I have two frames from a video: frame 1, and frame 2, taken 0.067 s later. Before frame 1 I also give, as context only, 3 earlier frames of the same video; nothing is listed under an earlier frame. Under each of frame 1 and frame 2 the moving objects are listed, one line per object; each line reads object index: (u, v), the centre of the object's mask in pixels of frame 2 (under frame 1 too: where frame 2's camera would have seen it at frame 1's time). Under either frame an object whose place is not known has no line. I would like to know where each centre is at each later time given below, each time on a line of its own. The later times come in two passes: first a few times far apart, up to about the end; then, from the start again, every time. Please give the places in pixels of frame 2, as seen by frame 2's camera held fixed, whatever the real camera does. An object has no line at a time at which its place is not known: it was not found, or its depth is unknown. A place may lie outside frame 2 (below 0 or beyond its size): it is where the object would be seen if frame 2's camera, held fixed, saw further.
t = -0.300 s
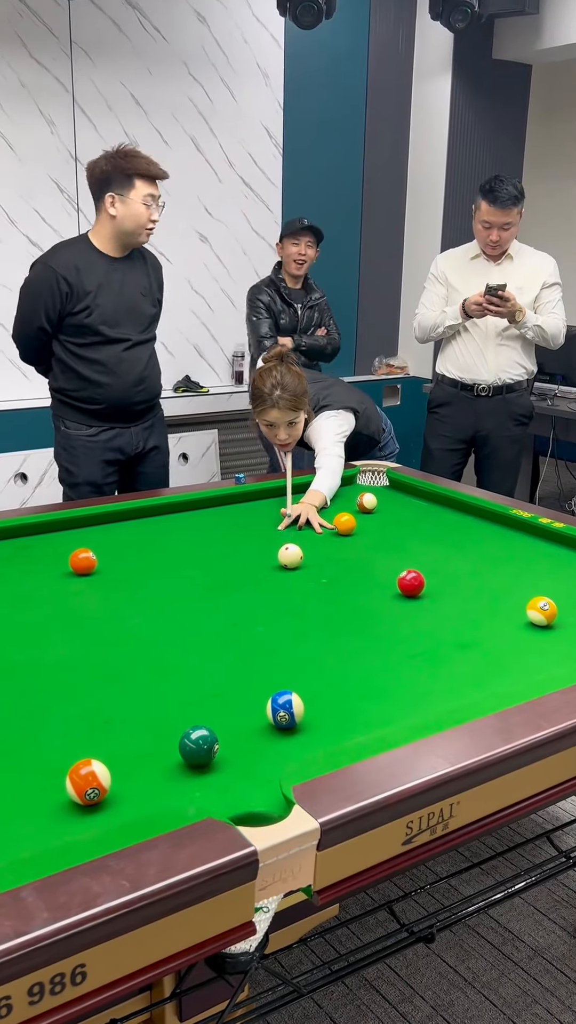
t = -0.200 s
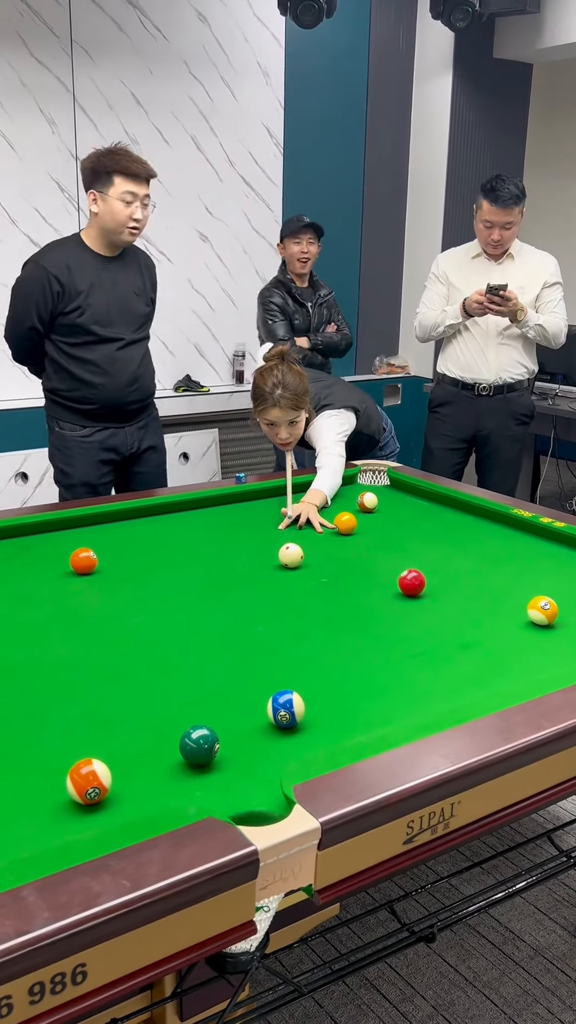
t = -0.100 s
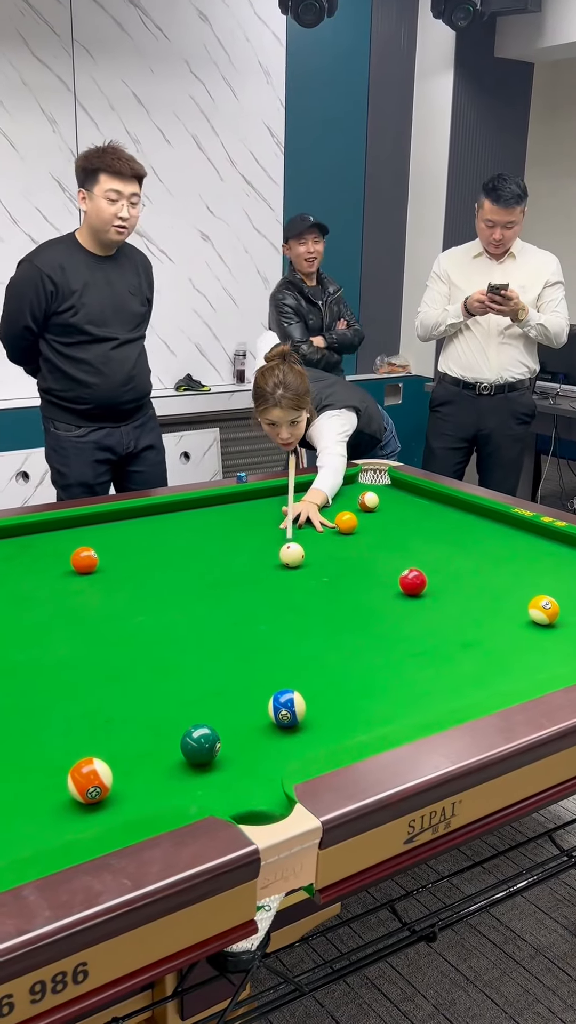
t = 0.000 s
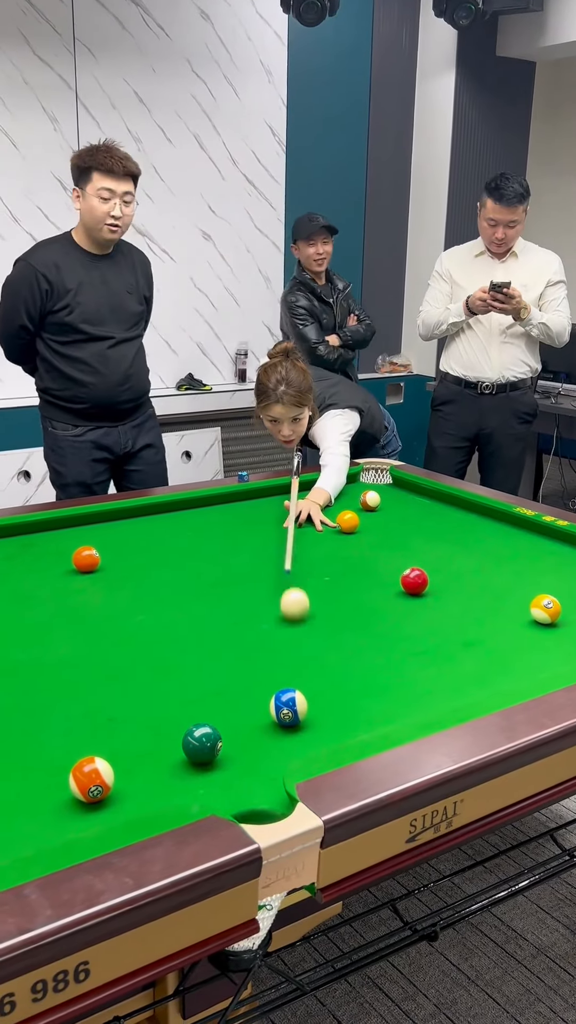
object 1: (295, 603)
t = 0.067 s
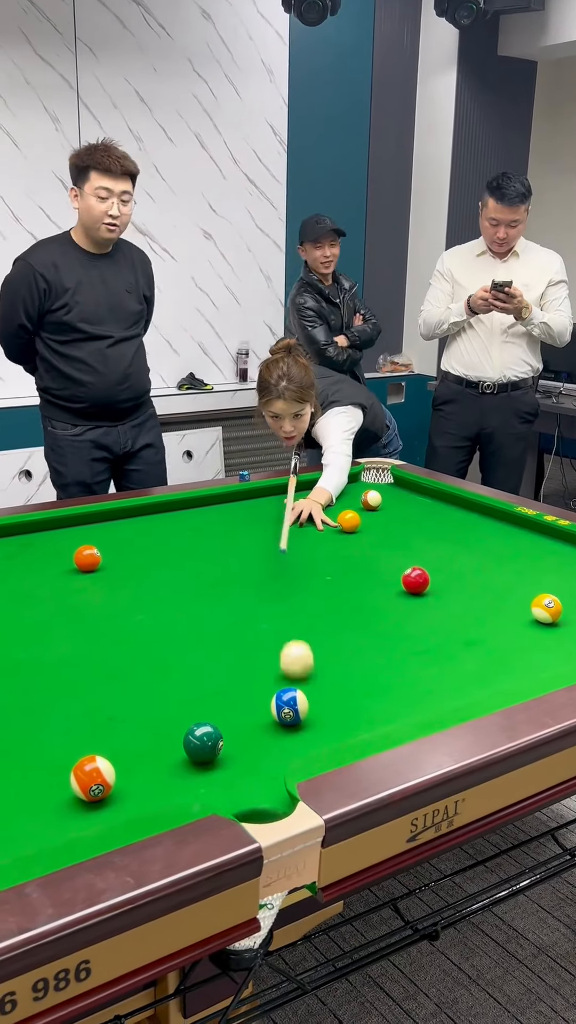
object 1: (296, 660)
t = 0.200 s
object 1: (340, 700)
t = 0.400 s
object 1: (367, 710)
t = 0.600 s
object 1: (306, 695)
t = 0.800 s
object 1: (256, 697)
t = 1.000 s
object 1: (207, 701)
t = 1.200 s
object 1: (159, 704)
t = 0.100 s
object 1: (301, 685)
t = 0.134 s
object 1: (313, 692)
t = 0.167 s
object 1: (327, 695)
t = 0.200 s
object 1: (340, 700)
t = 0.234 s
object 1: (354, 704)
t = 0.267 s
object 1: (368, 710)
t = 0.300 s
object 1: (380, 713)
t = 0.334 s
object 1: (389, 715)
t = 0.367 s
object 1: (378, 713)
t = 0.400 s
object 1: (367, 710)
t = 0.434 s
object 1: (355, 706)
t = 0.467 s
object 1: (345, 702)
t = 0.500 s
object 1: (334, 699)
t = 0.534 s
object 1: (325, 697)
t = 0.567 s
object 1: (315, 696)
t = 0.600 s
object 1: (306, 695)
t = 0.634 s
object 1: (298, 695)
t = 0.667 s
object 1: (289, 695)
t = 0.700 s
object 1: (281, 695)
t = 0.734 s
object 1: (272, 696)
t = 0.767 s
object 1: (264, 697)
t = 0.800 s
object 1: (256, 697)
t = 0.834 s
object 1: (248, 698)
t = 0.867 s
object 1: (240, 698)
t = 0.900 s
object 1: (231, 699)
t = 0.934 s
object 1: (223, 699)
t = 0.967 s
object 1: (215, 700)
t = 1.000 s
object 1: (207, 701)
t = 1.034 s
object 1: (199, 701)
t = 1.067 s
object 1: (191, 702)
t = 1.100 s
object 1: (183, 703)
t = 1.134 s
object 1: (175, 703)
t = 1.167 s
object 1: (167, 704)
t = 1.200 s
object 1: (159, 704)
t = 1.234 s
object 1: (152, 705)
